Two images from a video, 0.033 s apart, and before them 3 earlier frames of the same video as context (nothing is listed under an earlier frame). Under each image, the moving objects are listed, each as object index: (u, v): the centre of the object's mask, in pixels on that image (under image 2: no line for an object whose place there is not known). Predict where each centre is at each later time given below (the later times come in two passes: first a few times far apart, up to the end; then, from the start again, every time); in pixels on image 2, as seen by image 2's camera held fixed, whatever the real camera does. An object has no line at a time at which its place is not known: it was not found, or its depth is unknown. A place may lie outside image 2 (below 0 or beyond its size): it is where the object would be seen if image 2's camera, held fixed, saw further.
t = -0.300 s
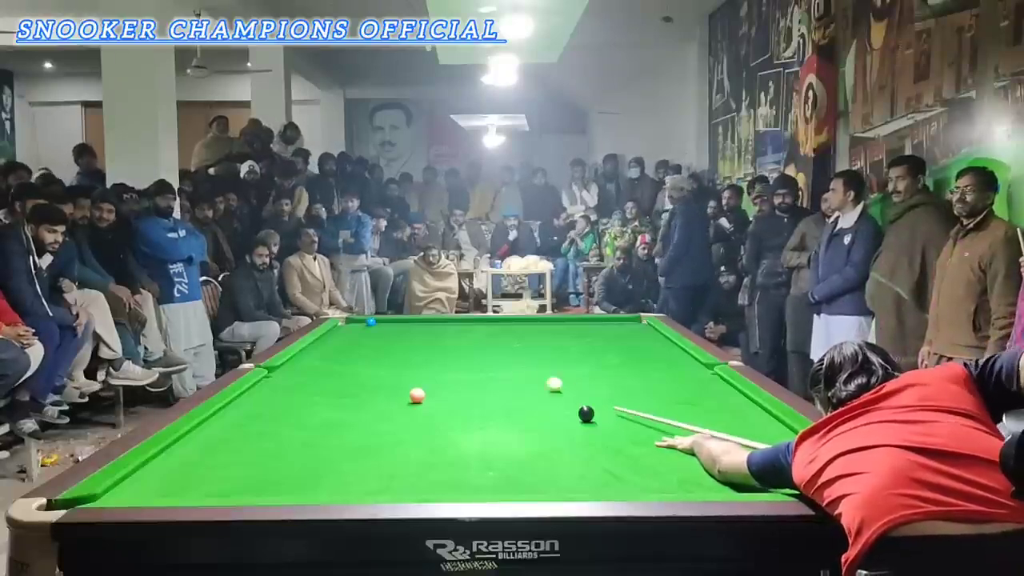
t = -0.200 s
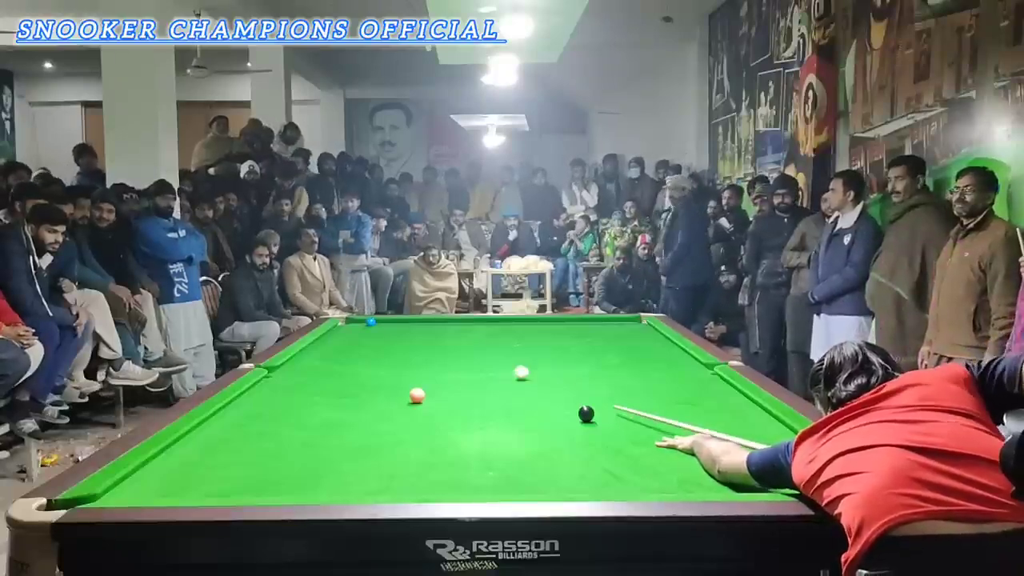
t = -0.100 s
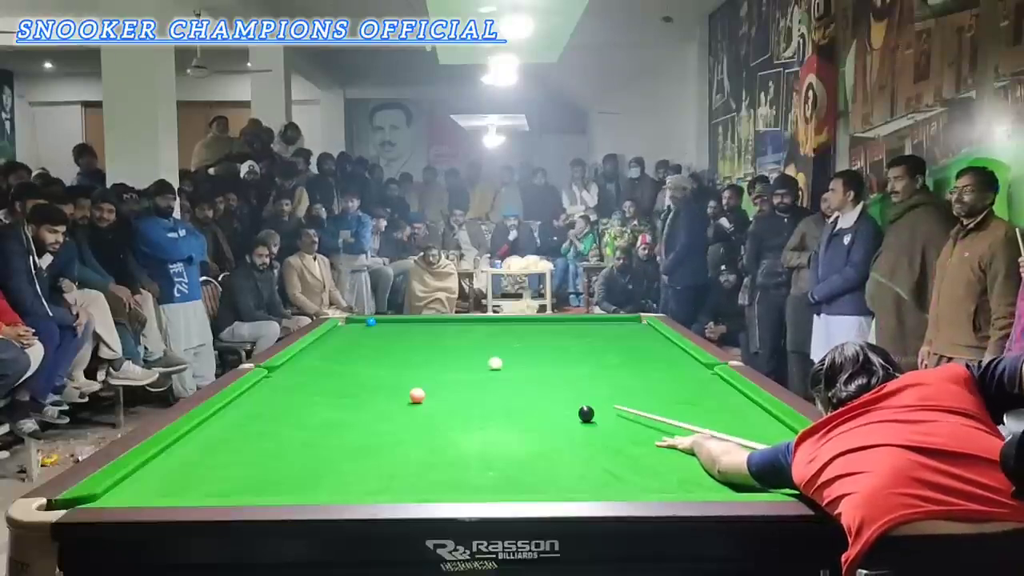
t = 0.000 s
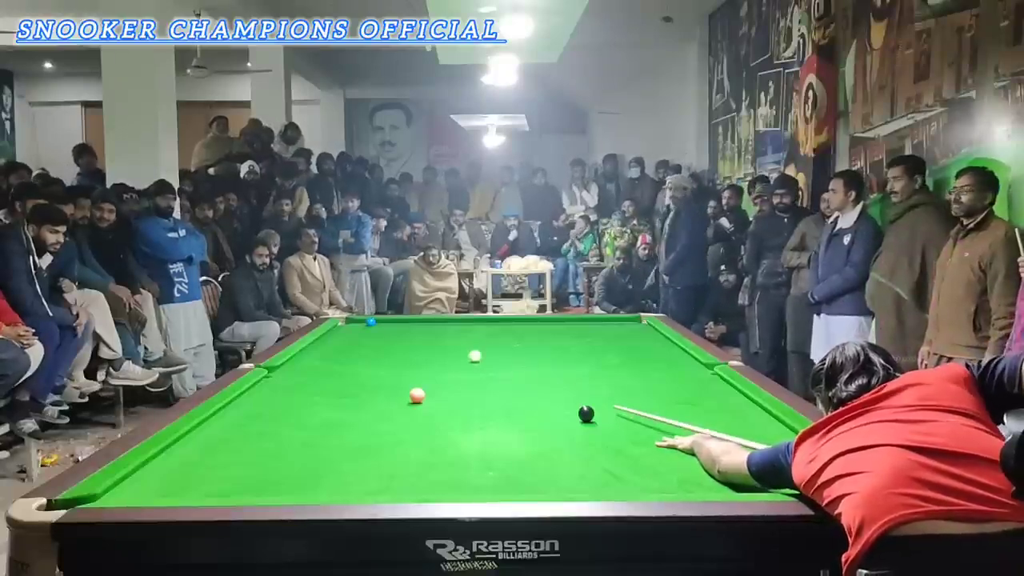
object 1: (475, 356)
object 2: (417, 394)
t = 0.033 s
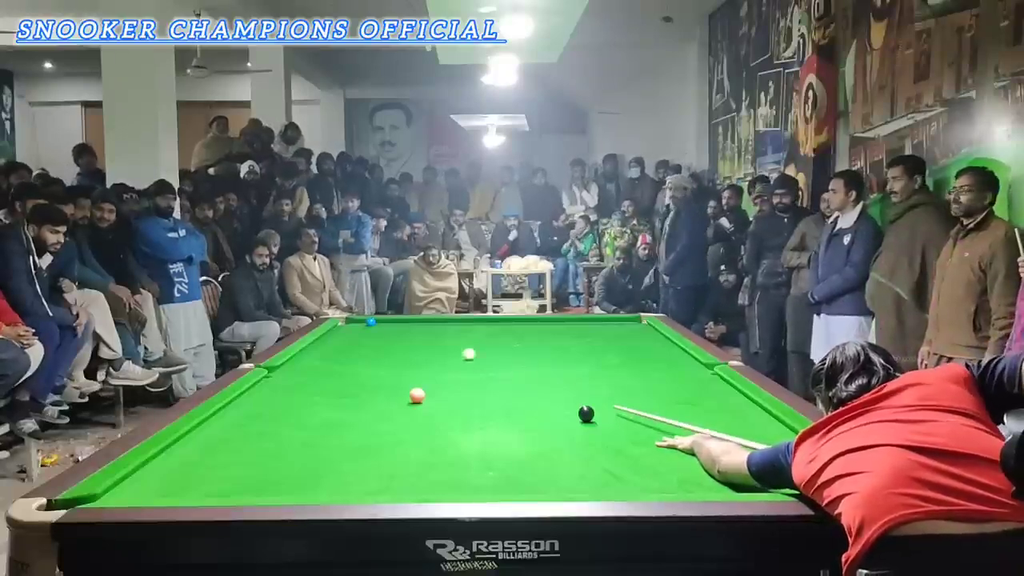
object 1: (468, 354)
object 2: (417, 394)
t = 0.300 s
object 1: (427, 339)
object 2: (417, 394)
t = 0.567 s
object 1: (394, 327)
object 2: (417, 394)
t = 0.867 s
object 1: (388, 320)
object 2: (417, 394)
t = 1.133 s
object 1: (390, 324)
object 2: (417, 394)
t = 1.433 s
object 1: (393, 329)
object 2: (417, 394)
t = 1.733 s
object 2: (417, 394)
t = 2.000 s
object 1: (398, 338)
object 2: (417, 394)
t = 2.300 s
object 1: (400, 344)
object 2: (417, 394)
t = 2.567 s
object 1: (403, 348)
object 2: (417, 394)
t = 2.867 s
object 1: (405, 354)
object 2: (417, 394)
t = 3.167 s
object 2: (417, 394)
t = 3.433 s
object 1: (410, 364)
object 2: (417, 394)
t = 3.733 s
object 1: (413, 369)
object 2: (417, 394)
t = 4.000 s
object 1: (415, 374)
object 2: (417, 394)
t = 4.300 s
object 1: (417, 379)
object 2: (417, 395)
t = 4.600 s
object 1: (420, 383)
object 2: (417, 395)
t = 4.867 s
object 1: (422, 387)
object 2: (416, 395)
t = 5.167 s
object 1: (427, 392)
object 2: (415, 395)
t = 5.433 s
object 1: (433, 394)
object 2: (412, 397)
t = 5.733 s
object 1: (439, 395)
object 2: (409, 398)
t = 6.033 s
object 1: (444, 396)
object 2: (407, 399)
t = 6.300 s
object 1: (446, 396)
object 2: (406, 399)
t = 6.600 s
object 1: (447, 397)
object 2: (406, 399)
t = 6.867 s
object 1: (447, 397)
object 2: (406, 399)
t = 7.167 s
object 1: (447, 397)
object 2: (406, 399)
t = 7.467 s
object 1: (447, 397)
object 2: (406, 399)
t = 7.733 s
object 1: (447, 397)
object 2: (406, 399)
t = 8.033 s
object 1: (447, 397)
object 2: (406, 399)
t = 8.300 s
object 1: (447, 397)
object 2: (406, 399)
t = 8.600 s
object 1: (447, 397)
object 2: (406, 399)
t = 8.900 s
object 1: (447, 397)
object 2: (406, 399)
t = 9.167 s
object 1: (447, 397)
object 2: (406, 399)
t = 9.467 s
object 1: (447, 397)
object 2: (406, 399)
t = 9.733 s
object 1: (447, 397)
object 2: (406, 399)
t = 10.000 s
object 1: (447, 397)
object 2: (406, 399)
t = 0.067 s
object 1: (463, 352)
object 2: (417, 394)
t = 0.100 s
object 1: (457, 350)
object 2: (417, 394)
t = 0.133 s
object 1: (452, 348)
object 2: (417, 394)
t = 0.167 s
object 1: (447, 346)
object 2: (417, 394)
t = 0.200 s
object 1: (442, 344)
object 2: (417, 394)
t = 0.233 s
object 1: (437, 343)
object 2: (417, 394)
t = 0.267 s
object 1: (432, 341)
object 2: (417, 394)
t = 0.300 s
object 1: (427, 339)
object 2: (417, 394)
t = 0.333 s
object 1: (423, 338)
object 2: (417, 394)
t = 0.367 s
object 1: (418, 336)
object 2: (417, 394)
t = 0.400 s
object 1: (414, 335)
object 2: (417, 394)
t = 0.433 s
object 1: (409, 333)
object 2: (417, 394)
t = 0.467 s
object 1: (405, 332)
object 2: (417, 394)
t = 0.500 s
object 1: (401, 330)
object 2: (417, 394)
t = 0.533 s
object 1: (397, 329)
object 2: (417, 394)
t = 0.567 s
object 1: (394, 327)
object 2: (417, 394)
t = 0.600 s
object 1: (390, 326)
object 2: (417, 394)
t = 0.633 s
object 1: (386, 325)
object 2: (417, 394)
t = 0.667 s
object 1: (383, 324)
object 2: (417, 394)
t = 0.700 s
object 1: (379, 322)
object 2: (417, 394)
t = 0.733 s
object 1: (379, 321)
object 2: (417, 394)
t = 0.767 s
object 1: (383, 321)
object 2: (417, 394)
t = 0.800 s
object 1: (385, 320)
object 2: (417, 394)
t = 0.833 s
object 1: (388, 320)
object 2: (417, 394)
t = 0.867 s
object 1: (388, 320)
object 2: (417, 394)
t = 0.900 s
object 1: (388, 321)
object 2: (417, 394)
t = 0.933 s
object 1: (389, 321)
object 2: (417, 394)
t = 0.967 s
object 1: (389, 322)
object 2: (417, 394)
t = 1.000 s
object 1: (389, 322)
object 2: (417, 394)
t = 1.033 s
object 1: (389, 322)
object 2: (417, 394)
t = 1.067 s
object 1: (390, 323)
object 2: (417, 394)
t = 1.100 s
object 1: (390, 324)
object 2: (417, 394)
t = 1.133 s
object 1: (390, 324)
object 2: (417, 394)
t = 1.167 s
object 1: (391, 325)
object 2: (417, 394)
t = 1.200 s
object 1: (391, 325)
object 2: (417, 394)
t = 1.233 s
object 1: (391, 326)
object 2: (417, 394)
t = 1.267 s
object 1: (391, 326)
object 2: (417, 394)
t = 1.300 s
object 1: (392, 327)
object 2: (417, 394)
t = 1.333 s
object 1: (392, 327)
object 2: (417, 394)
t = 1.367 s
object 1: (392, 328)
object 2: (417, 394)
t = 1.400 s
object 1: (393, 328)
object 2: (417, 394)
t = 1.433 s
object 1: (393, 329)
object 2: (417, 394)
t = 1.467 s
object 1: (393, 330)
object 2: (417, 394)
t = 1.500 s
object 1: (393, 330)
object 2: (417, 394)
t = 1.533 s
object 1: (394, 331)
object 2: (417, 394)
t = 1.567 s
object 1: (394, 331)
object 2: (417, 394)
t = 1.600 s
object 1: (394, 332)
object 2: (417, 394)
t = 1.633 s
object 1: (395, 332)
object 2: (417, 394)
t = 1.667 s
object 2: (417, 394)
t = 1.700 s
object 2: (417, 394)
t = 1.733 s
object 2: (417, 394)
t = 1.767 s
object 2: (417, 394)
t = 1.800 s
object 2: (417, 394)
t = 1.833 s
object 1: (396, 336)
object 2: (417, 394)
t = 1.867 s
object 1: (397, 336)
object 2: (417, 394)
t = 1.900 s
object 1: (397, 337)
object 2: (417, 394)
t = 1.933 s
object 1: (397, 338)
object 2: (417, 394)
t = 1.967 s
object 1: (398, 338)
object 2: (417, 394)
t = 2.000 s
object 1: (398, 338)
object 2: (417, 394)
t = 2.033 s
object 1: (398, 339)
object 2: (417, 394)
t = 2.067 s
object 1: (398, 340)
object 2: (417, 394)
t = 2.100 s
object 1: (399, 340)
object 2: (417, 394)
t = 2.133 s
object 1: (399, 341)
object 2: (417, 394)
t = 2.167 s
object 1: (399, 341)
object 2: (417, 394)
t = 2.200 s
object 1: (399, 342)
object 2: (417, 394)
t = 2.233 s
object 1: (400, 343)
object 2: (417, 394)
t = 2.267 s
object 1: (400, 343)
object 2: (417, 394)
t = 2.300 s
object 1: (400, 344)
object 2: (417, 394)
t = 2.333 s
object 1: (401, 344)
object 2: (417, 394)
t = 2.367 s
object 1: (401, 345)
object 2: (417, 394)
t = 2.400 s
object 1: (401, 346)
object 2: (417, 394)
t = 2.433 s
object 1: (402, 346)
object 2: (417, 394)
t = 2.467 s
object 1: (402, 347)
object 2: (417, 394)
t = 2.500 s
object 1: (402, 347)
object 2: (417, 394)
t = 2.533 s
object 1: (403, 348)
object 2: (417, 394)
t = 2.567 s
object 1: (403, 348)
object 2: (417, 394)
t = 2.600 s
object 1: (403, 349)
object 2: (417, 394)
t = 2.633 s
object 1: (403, 350)
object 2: (417, 394)
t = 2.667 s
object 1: (404, 350)
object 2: (417, 394)
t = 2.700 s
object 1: (404, 351)
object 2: (417, 394)
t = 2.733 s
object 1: (404, 352)
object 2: (417, 394)
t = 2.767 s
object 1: (405, 352)
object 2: (417, 394)
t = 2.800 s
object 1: (405, 353)
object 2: (417, 394)
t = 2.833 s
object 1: (405, 353)
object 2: (417, 394)
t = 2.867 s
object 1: (405, 354)
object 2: (417, 394)
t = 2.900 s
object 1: (405, 354)
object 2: (417, 394)
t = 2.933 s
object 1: (406, 355)
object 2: (417, 394)
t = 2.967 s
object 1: (406, 356)
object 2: (417, 394)
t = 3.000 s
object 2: (417, 394)
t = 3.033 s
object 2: (417, 394)
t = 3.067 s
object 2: (417, 394)
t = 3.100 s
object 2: (417, 394)
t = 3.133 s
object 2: (417, 394)
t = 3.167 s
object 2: (417, 394)
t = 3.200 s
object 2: (417, 394)
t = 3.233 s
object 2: (417, 394)
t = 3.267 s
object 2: (417, 394)
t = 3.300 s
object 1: (409, 362)
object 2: (417, 394)
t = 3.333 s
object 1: (409, 362)
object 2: (417, 394)
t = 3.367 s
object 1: (409, 363)
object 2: (417, 394)
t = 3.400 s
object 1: (410, 364)
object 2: (417, 394)
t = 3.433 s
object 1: (410, 364)
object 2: (417, 394)
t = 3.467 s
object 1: (410, 365)
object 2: (417, 394)
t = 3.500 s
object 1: (411, 365)
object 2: (417, 394)
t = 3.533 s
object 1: (411, 366)
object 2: (417, 394)
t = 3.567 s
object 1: (411, 367)
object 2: (417, 394)
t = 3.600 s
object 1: (411, 367)
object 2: (417, 394)
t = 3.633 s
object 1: (412, 368)
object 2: (417, 394)
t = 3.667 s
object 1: (412, 368)
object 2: (417, 394)
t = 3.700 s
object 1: (412, 369)
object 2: (417, 394)
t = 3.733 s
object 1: (413, 369)
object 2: (417, 394)
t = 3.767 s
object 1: (413, 370)
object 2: (417, 394)
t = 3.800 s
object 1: (413, 371)
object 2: (417, 394)
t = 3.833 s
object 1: (413, 371)
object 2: (417, 394)
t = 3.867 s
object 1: (414, 372)
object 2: (417, 394)
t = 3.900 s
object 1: (414, 373)
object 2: (417, 395)
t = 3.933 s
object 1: (414, 373)
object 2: (417, 394)
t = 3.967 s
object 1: (414, 374)
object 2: (417, 394)
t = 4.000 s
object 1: (415, 374)
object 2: (417, 394)
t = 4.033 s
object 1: (415, 375)
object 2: (417, 394)
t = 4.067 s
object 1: (415, 375)
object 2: (417, 394)
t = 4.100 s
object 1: (415, 376)
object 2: (417, 394)
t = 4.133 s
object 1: (416, 376)
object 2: (417, 394)
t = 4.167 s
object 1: (416, 377)
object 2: (417, 395)
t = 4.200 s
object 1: (416, 378)
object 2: (417, 394)
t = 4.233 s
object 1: (416, 378)
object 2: (417, 394)
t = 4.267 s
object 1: (417, 379)
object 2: (417, 394)
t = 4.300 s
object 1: (417, 379)
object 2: (417, 395)
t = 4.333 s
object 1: (417, 380)
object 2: (417, 395)
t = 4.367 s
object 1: (417, 380)
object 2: (417, 395)
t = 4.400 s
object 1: (417, 381)
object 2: (417, 395)
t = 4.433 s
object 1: (418, 381)
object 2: (417, 395)
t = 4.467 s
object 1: (418, 382)
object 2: (417, 395)
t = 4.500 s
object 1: (419, 382)
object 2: (417, 395)
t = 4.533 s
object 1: (419, 382)
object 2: (417, 395)
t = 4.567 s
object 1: (419, 383)
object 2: (417, 395)
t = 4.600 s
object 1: (420, 383)
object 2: (417, 395)
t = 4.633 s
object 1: (420, 384)
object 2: (417, 395)
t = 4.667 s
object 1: (420, 384)
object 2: (417, 395)
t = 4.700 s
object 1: (420, 385)
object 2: (416, 395)
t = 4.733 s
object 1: (421, 385)
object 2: (417, 395)
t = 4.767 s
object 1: (421, 386)
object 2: (416, 395)
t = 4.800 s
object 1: (421, 386)
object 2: (416, 396)
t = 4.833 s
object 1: (422, 386)
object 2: (416, 396)
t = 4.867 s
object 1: (422, 387)
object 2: (416, 395)
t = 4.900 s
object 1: (423, 387)
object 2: (416, 395)
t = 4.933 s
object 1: (423, 388)
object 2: (416, 396)
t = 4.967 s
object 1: (423, 389)
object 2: (416, 396)
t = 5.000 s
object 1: (424, 389)
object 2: (416, 396)
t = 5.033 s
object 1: (424, 390)
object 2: (416, 396)
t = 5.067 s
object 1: (425, 390)
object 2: (416, 395)
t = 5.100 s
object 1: (425, 391)
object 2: (415, 395)
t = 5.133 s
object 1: (426, 391)
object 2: (415, 395)
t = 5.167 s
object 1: (427, 392)
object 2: (415, 395)
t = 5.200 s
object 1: (427, 392)
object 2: (415, 395)
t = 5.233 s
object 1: (428, 393)
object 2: (415, 395)
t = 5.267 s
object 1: (429, 393)
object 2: (414, 396)
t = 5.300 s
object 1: (429, 394)
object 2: (414, 396)
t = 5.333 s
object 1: (430, 394)
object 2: (414, 396)
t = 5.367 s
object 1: (431, 394)
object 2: (413, 396)
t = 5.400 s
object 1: (432, 394)
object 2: (413, 396)
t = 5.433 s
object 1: (433, 394)
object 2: (412, 397)
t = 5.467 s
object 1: (434, 394)
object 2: (412, 397)
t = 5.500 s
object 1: (434, 395)
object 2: (411, 397)
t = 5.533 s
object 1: (435, 395)
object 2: (411, 397)
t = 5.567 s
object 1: (436, 395)
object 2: (411, 397)
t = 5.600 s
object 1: (437, 395)
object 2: (410, 397)
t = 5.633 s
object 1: (437, 395)
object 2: (410, 397)
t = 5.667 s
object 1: (438, 395)
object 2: (410, 398)
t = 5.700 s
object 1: (439, 395)
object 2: (409, 398)
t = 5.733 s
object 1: (439, 395)
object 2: (409, 398)
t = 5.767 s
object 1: (440, 395)
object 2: (409, 398)
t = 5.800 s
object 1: (440, 395)
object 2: (408, 398)
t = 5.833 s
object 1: (441, 395)
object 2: (408, 398)
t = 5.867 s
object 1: (441, 395)
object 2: (408, 398)
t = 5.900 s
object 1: (442, 396)
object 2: (408, 398)
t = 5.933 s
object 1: (443, 396)
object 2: (407, 398)
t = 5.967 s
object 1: (443, 396)
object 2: (407, 399)
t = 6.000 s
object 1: (443, 396)
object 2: (407, 399)
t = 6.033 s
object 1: (444, 396)
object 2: (407, 399)
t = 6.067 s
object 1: (444, 396)
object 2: (407, 399)
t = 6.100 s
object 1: (444, 396)
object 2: (407, 399)
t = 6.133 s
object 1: (445, 396)
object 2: (407, 399)
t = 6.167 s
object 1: (445, 396)
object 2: (406, 399)
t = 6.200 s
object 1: (445, 396)
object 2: (406, 399)
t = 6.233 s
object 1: (445, 396)
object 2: (406, 399)
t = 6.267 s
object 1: (446, 396)
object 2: (406, 399)
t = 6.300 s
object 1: (446, 396)
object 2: (406, 399)
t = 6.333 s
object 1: (446, 396)
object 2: (406, 399)
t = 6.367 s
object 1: (446, 396)
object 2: (406, 399)
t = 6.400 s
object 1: (446, 396)
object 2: (406, 399)
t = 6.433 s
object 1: (446, 397)
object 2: (406, 399)
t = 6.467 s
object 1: (446, 396)
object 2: (406, 399)
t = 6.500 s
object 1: (447, 397)
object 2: (406, 399)
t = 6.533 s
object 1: (447, 397)
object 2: (406, 399)
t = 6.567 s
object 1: (447, 397)
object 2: (406, 399)
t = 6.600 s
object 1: (447, 397)
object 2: (406, 399)
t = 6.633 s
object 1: (447, 397)
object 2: (406, 399)
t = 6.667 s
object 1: (447, 397)
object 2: (406, 399)
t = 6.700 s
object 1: (447, 397)
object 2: (406, 399)
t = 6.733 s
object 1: (447, 397)
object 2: (406, 399)
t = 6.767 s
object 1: (447, 397)
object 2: (406, 399)
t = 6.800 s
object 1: (447, 397)
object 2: (406, 399)
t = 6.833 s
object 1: (447, 397)
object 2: (406, 399)
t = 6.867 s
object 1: (447, 397)
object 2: (406, 399)
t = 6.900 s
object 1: (447, 397)
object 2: (406, 399)
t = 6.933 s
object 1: (447, 397)
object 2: (406, 399)
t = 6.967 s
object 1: (447, 397)
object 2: (406, 399)
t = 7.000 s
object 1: (447, 397)
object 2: (406, 399)
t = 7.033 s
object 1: (447, 397)
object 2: (406, 399)
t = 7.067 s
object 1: (447, 397)
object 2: (406, 399)
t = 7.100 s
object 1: (447, 397)
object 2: (406, 399)
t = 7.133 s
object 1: (447, 397)
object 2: (406, 399)
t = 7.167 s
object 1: (447, 397)
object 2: (406, 399)
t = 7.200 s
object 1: (447, 397)
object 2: (406, 399)
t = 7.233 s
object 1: (447, 397)
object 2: (406, 399)
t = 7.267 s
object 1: (447, 397)
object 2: (406, 399)
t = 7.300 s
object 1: (447, 397)
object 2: (406, 399)
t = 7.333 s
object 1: (447, 397)
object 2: (406, 399)
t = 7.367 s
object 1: (447, 397)
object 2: (406, 399)
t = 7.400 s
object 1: (447, 397)
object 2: (406, 399)
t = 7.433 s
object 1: (447, 397)
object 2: (406, 399)
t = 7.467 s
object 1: (447, 397)
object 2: (406, 399)
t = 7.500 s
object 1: (447, 397)
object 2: (406, 399)
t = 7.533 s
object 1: (447, 397)
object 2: (406, 399)
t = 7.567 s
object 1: (447, 397)
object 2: (406, 399)
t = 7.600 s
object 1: (447, 397)
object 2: (406, 399)
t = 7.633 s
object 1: (447, 397)
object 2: (406, 399)
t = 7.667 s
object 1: (447, 397)
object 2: (406, 399)
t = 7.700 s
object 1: (447, 397)
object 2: (406, 399)
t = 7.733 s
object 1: (447, 397)
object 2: (406, 399)
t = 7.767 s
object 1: (447, 397)
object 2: (406, 399)
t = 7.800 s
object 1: (447, 397)
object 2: (406, 399)
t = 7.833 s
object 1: (447, 397)
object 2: (406, 399)
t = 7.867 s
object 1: (447, 397)
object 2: (406, 399)
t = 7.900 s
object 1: (447, 397)
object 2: (406, 399)
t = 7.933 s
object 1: (447, 397)
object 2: (406, 399)
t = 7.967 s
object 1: (447, 397)
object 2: (406, 399)
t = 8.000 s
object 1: (447, 397)
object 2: (406, 399)
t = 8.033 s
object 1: (447, 397)
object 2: (406, 399)
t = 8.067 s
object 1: (447, 397)
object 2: (406, 399)
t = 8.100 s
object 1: (447, 397)
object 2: (406, 399)
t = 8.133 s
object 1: (447, 397)
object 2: (406, 399)
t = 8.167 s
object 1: (447, 397)
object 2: (406, 399)
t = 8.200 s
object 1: (447, 397)
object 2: (406, 399)
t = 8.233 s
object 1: (447, 397)
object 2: (406, 399)
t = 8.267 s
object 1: (447, 397)
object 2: (406, 399)
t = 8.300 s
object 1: (447, 397)
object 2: (406, 399)
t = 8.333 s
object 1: (447, 397)
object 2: (406, 399)
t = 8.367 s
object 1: (447, 397)
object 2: (406, 399)
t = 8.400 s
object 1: (447, 397)
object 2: (406, 399)
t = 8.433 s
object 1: (447, 397)
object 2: (406, 399)
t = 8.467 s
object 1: (447, 397)
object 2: (406, 399)
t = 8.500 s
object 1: (447, 397)
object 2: (406, 399)
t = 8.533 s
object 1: (447, 397)
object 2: (406, 399)
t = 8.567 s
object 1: (447, 397)
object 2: (406, 399)
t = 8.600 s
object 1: (447, 397)
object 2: (406, 399)
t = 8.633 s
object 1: (447, 397)
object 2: (406, 399)
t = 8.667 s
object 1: (447, 397)
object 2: (406, 399)
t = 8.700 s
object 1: (447, 397)
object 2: (406, 399)
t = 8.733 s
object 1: (447, 397)
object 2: (406, 399)
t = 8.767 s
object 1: (447, 397)
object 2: (406, 399)
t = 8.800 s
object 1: (447, 397)
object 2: (406, 399)
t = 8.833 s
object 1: (447, 397)
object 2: (406, 399)
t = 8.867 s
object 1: (447, 397)
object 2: (406, 399)
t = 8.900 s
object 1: (447, 397)
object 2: (406, 399)
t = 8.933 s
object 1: (447, 397)
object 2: (406, 399)
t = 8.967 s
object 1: (447, 397)
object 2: (406, 399)
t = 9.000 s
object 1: (447, 397)
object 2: (406, 399)
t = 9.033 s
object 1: (447, 397)
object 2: (406, 399)
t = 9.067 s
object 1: (447, 397)
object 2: (406, 399)
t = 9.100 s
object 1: (447, 397)
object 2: (406, 399)
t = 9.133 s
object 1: (447, 397)
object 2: (406, 399)
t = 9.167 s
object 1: (447, 397)
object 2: (406, 399)
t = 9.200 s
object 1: (447, 397)
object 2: (406, 399)
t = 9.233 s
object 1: (447, 397)
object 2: (406, 399)
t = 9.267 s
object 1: (447, 397)
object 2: (406, 399)
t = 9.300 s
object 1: (447, 397)
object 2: (406, 399)
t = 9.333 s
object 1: (447, 397)
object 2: (406, 399)
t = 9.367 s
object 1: (447, 397)
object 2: (406, 399)
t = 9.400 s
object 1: (447, 397)
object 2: (406, 399)
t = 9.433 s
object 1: (447, 397)
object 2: (406, 399)
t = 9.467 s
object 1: (447, 397)
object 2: (406, 399)
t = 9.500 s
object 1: (447, 397)
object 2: (406, 399)
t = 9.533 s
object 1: (447, 397)
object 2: (406, 399)
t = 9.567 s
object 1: (447, 397)
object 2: (406, 399)
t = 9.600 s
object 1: (447, 397)
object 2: (406, 399)
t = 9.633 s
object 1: (447, 397)
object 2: (406, 399)
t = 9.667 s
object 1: (447, 397)
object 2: (406, 399)
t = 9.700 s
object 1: (447, 397)
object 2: (406, 399)
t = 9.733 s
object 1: (447, 397)
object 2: (406, 399)
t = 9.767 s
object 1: (447, 397)
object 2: (406, 399)
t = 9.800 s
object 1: (447, 397)
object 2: (406, 399)
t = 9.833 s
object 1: (447, 397)
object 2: (407, 399)
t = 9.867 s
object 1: (447, 397)
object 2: (406, 399)
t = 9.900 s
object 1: (447, 397)
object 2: (406, 399)
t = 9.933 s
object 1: (447, 397)
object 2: (406, 399)
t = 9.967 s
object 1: (447, 397)
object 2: (406, 399)
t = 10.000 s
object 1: (447, 397)
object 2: (406, 399)
